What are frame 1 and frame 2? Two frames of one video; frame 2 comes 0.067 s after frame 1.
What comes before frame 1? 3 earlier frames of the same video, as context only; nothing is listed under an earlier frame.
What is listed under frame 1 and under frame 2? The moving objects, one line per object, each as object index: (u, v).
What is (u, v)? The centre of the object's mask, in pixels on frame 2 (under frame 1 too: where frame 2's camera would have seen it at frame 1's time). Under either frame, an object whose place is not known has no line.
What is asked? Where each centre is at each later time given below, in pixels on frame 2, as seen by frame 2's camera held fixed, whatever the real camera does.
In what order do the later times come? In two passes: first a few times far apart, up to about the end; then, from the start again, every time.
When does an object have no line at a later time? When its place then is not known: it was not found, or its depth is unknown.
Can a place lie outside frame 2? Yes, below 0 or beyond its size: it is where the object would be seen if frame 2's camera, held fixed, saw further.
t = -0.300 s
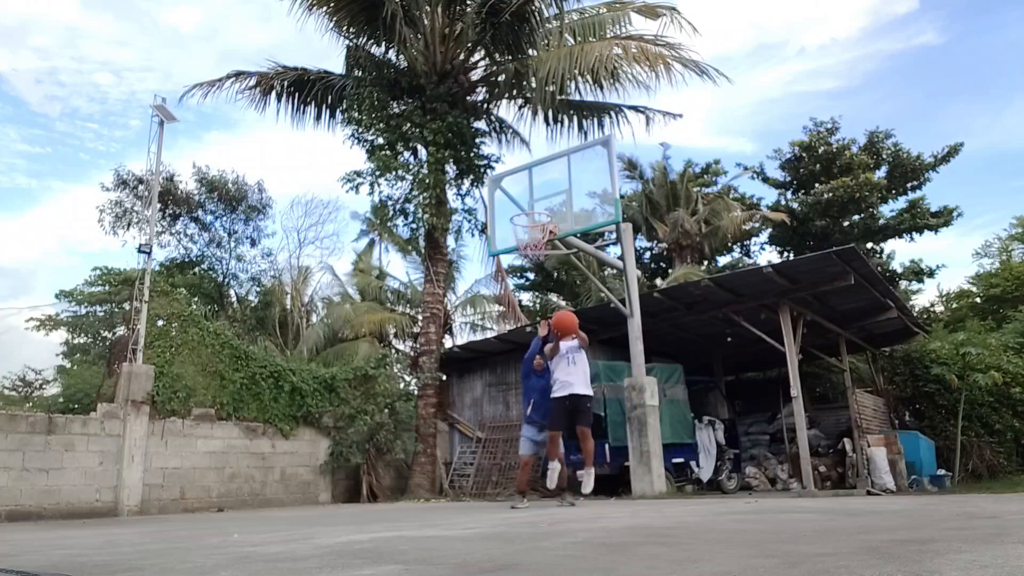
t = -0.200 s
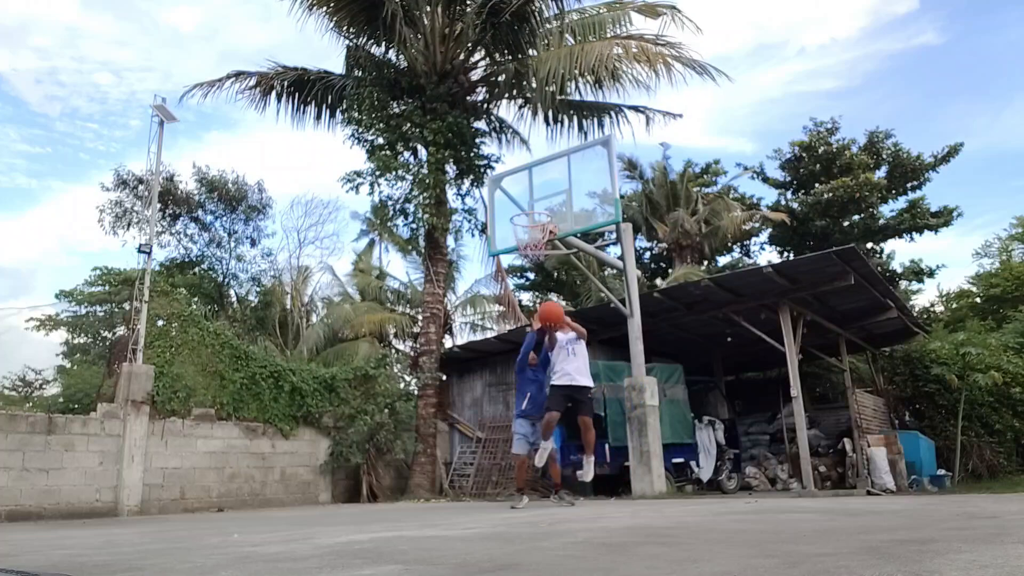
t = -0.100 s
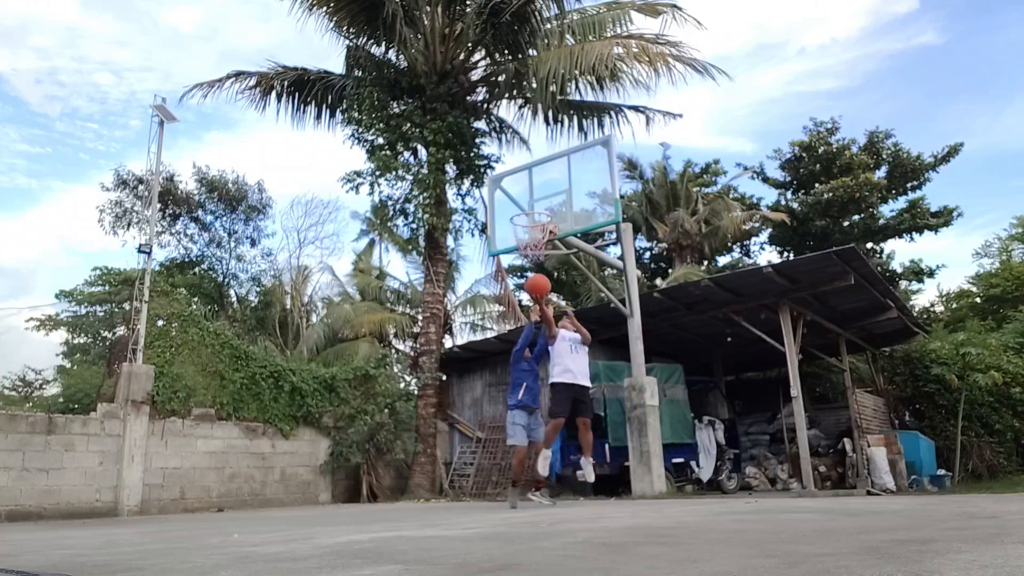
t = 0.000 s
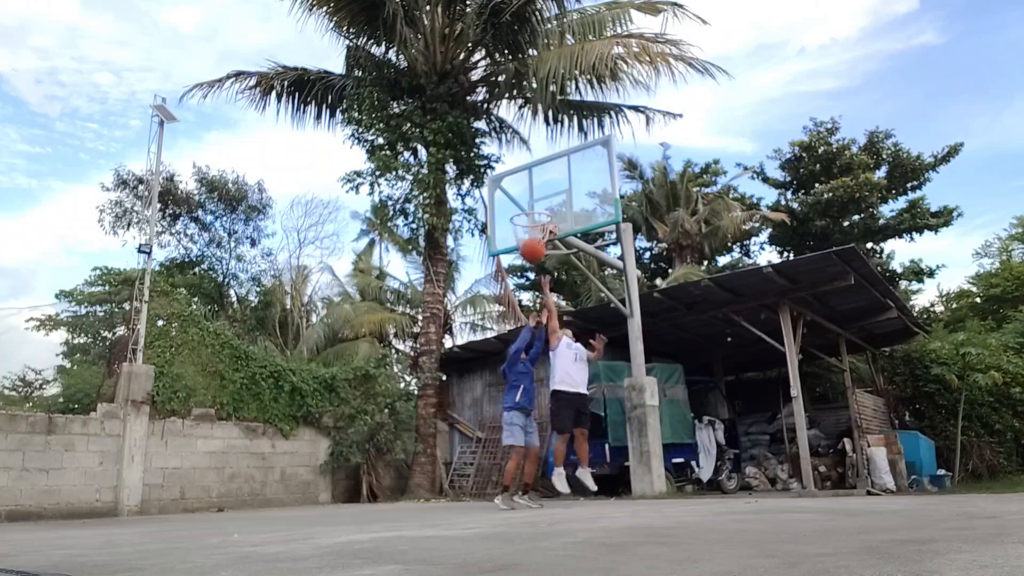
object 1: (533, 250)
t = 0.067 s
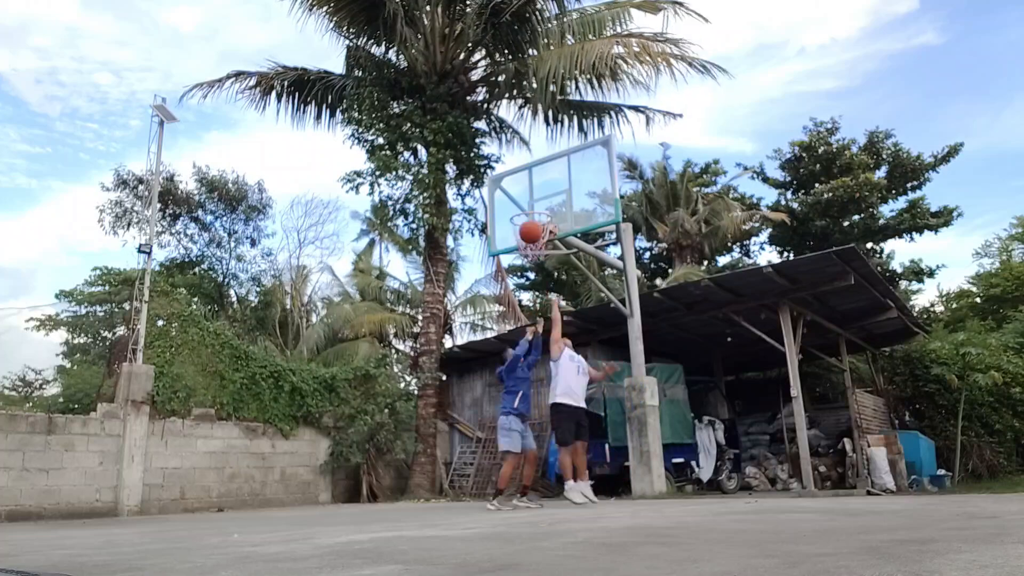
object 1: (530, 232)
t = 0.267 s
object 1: (526, 205)
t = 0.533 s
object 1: (509, 199)
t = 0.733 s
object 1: (496, 233)
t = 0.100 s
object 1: (529, 224)
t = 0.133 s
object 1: (529, 219)
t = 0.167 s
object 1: (528, 214)
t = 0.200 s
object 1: (527, 210)
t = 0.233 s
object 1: (527, 207)
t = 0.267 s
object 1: (526, 205)
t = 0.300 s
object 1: (525, 204)
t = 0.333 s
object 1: (523, 200)
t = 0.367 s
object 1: (521, 198)
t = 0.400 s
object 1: (518, 196)
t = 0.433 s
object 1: (516, 196)
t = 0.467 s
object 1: (514, 196)
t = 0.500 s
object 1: (512, 197)
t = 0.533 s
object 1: (509, 199)
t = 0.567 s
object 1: (507, 202)
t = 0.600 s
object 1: (505, 206)
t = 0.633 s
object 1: (503, 211)
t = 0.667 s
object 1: (500, 217)
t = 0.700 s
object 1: (497, 225)
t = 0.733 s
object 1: (496, 233)
